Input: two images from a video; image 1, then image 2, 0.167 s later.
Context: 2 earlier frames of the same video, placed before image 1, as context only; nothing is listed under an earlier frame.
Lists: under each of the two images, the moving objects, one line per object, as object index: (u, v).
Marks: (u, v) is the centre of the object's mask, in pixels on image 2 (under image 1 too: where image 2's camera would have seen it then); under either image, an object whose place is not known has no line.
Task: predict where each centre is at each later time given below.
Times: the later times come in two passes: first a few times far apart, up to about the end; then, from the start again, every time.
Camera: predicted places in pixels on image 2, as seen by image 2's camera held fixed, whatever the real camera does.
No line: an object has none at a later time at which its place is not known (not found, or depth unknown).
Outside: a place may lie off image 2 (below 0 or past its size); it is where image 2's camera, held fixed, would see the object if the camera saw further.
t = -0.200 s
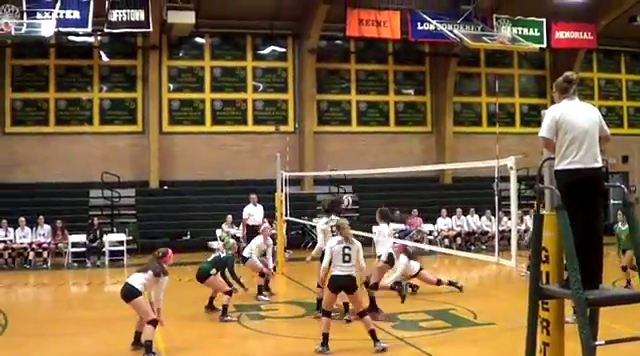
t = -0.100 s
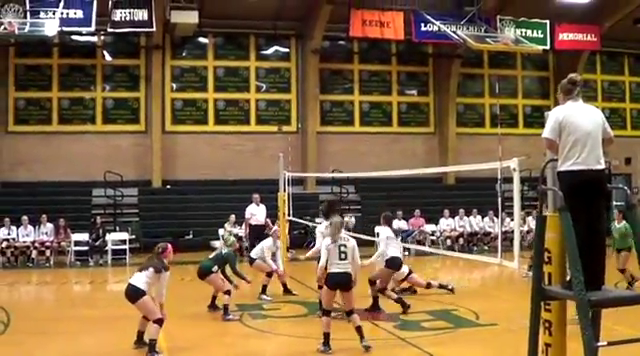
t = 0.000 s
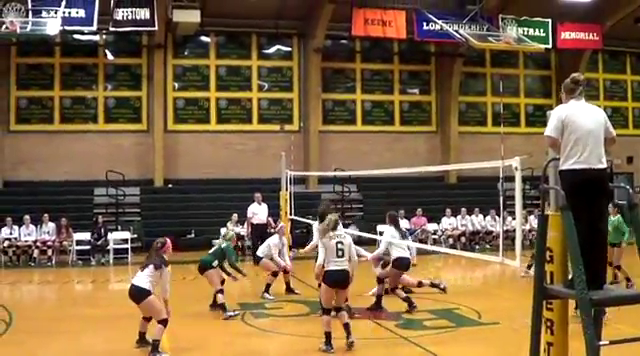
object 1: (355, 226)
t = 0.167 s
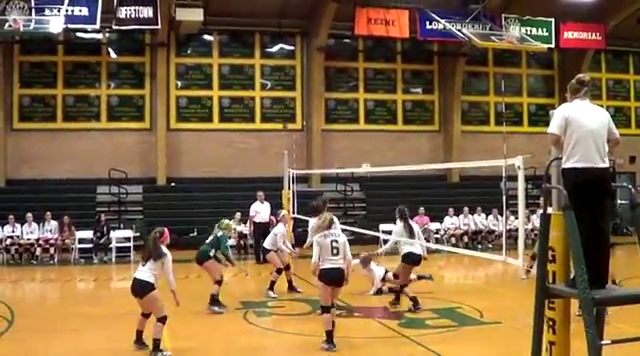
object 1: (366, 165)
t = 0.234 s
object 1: (371, 146)
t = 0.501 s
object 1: (395, 81)
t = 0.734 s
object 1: (420, 53)
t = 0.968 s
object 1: (449, 58)
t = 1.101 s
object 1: (468, 77)
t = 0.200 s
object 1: (370, 156)
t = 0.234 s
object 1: (371, 146)
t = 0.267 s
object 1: (374, 136)
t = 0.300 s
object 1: (377, 127)
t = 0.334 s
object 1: (379, 118)
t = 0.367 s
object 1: (383, 110)
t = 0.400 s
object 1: (386, 103)
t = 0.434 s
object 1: (389, 94)
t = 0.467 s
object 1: (392, 87)
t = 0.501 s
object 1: (395, 81)
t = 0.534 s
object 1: (399, 75)
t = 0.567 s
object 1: (402, 70)
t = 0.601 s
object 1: (405, 66)
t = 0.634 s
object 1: (409, 61)
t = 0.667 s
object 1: (412, 58)
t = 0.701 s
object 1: (416, 55)
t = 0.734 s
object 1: (420, 53)
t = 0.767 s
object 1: (424, 52)
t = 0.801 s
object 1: (428, 51)
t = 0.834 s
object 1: (432, 51)
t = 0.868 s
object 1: (436, 51)
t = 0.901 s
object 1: (441, 53)
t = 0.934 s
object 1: (445, 55)
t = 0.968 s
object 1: (449, 58)
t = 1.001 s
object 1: (454, 61)
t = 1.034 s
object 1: (459, 66)
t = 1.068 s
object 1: (463, 71)
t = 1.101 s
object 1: (468, 77)
